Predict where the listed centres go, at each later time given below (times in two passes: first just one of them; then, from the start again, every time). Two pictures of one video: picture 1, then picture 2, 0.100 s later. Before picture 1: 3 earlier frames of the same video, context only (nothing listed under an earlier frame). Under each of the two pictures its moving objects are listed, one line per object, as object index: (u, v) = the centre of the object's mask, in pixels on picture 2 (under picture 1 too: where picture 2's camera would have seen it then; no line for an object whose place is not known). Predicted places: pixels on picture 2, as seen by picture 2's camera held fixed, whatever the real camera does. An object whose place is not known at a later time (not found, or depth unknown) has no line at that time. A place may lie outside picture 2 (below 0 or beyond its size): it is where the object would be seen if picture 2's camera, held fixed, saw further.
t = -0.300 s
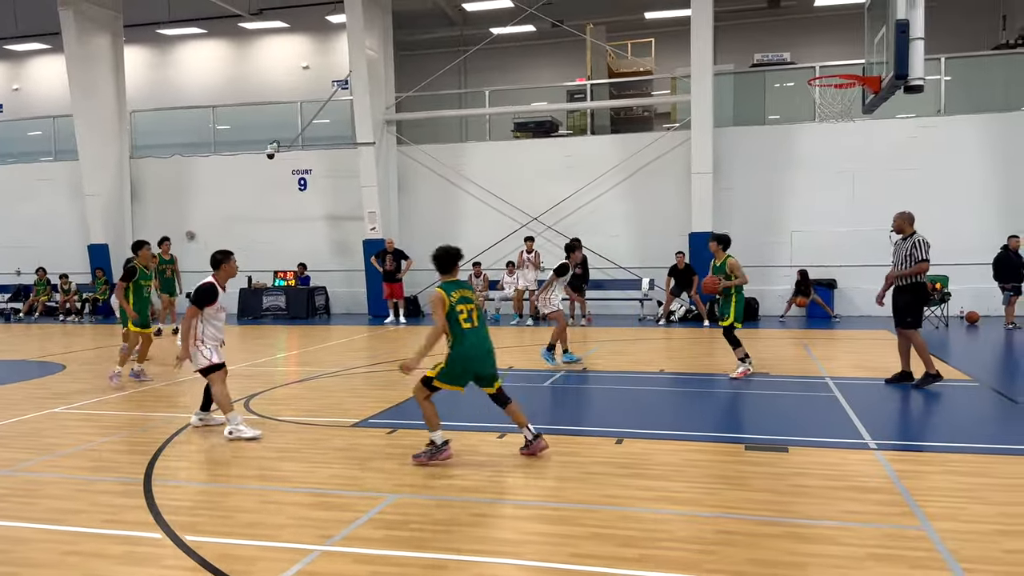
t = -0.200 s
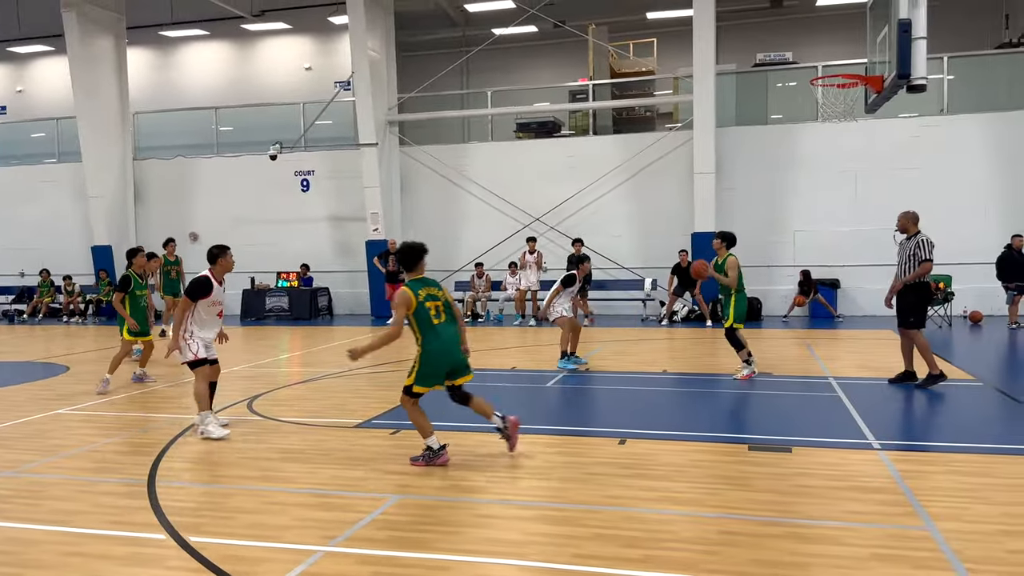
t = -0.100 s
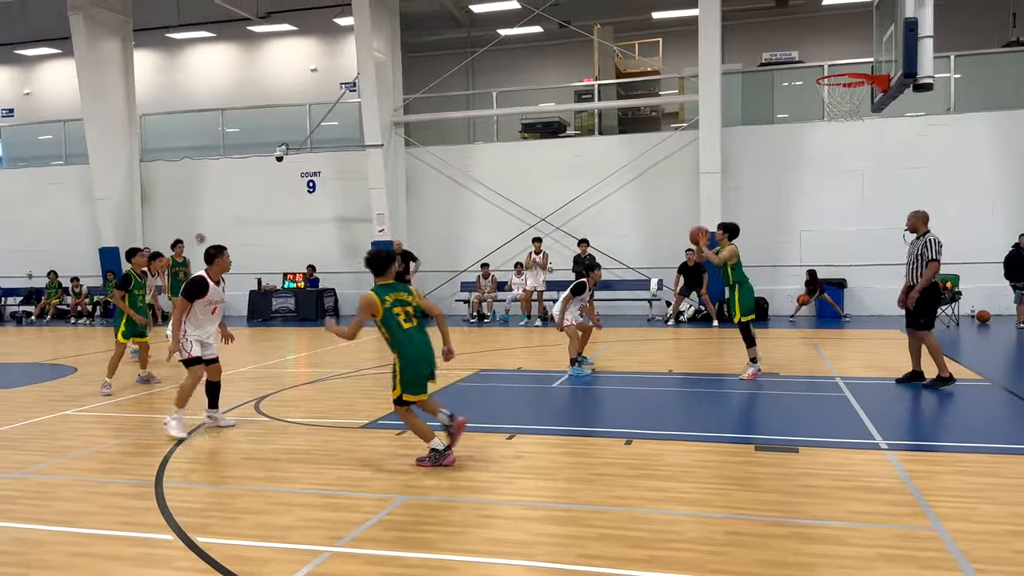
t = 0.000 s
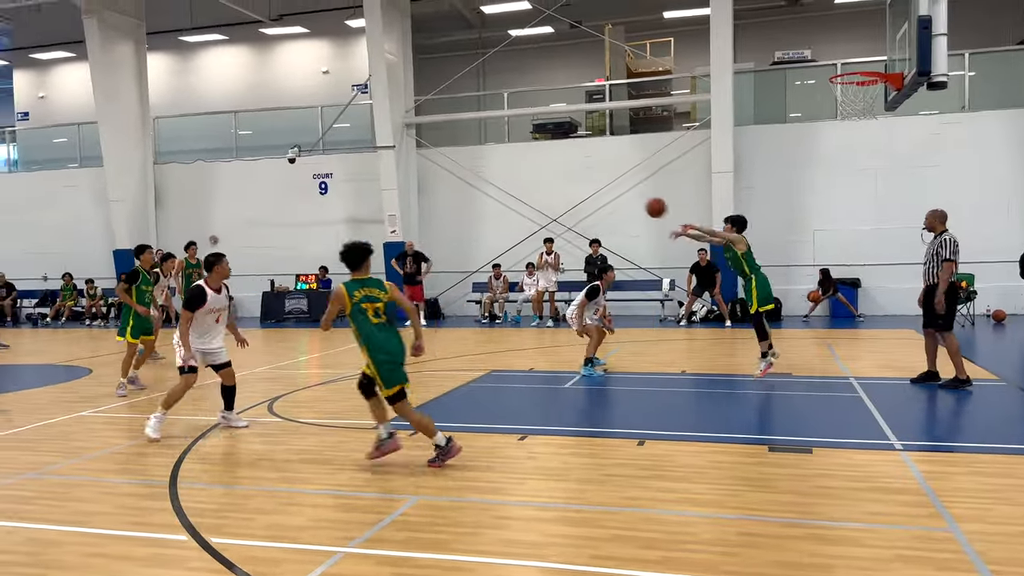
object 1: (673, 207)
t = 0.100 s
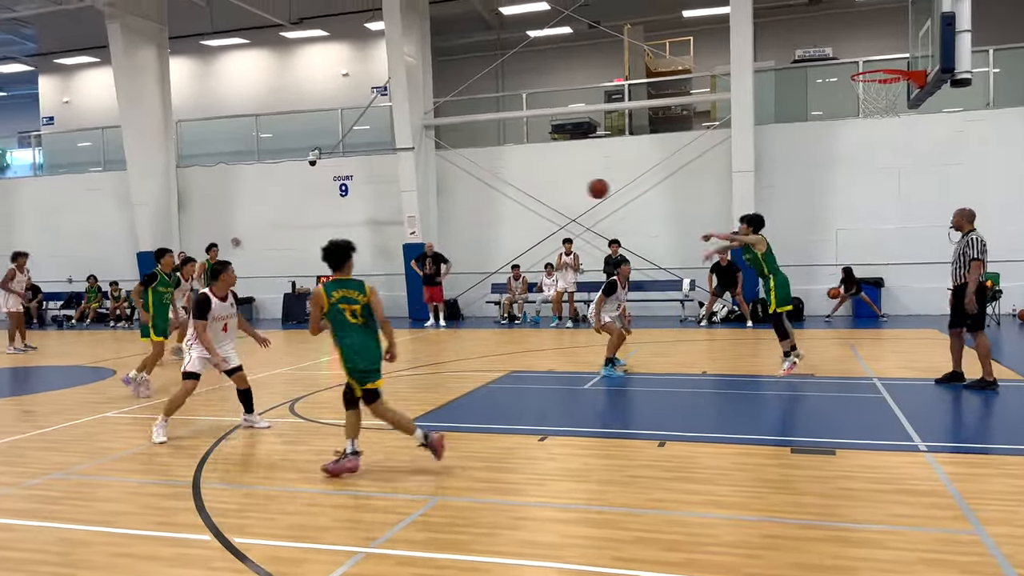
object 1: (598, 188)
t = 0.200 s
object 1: (524, 179)
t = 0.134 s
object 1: (573, 184)
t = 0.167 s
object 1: (549, 181)
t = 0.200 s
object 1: (524, 179)
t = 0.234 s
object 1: (501, 178)
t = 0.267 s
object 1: (478, 177)
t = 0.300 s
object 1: (455, 178)
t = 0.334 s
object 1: (433, 180)
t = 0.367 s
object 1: (410, 182)
